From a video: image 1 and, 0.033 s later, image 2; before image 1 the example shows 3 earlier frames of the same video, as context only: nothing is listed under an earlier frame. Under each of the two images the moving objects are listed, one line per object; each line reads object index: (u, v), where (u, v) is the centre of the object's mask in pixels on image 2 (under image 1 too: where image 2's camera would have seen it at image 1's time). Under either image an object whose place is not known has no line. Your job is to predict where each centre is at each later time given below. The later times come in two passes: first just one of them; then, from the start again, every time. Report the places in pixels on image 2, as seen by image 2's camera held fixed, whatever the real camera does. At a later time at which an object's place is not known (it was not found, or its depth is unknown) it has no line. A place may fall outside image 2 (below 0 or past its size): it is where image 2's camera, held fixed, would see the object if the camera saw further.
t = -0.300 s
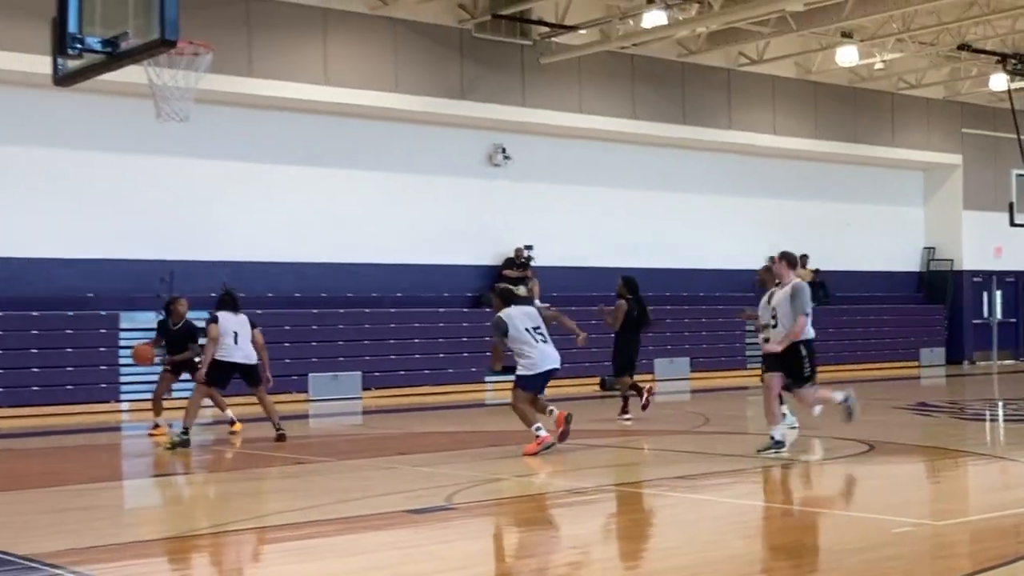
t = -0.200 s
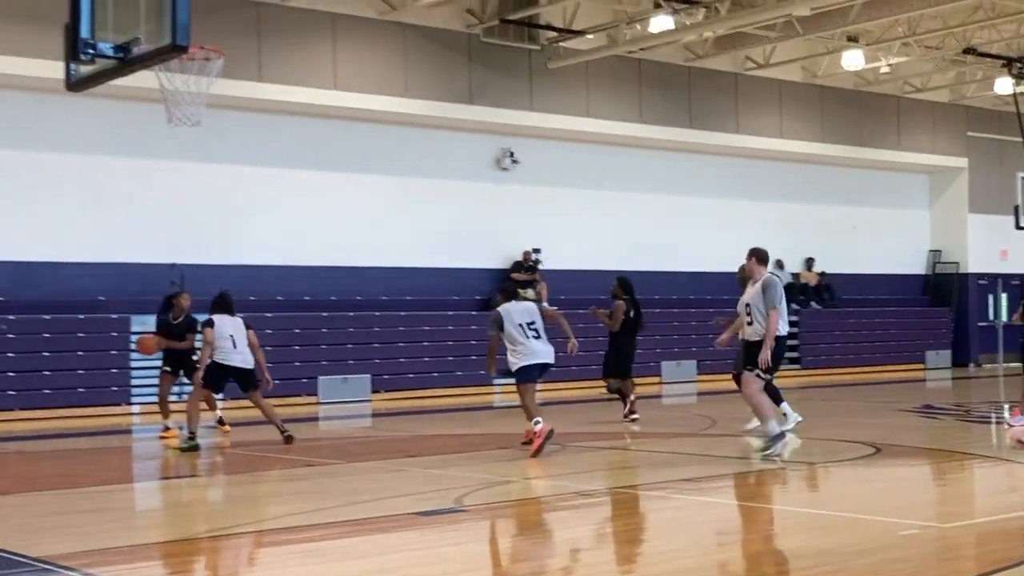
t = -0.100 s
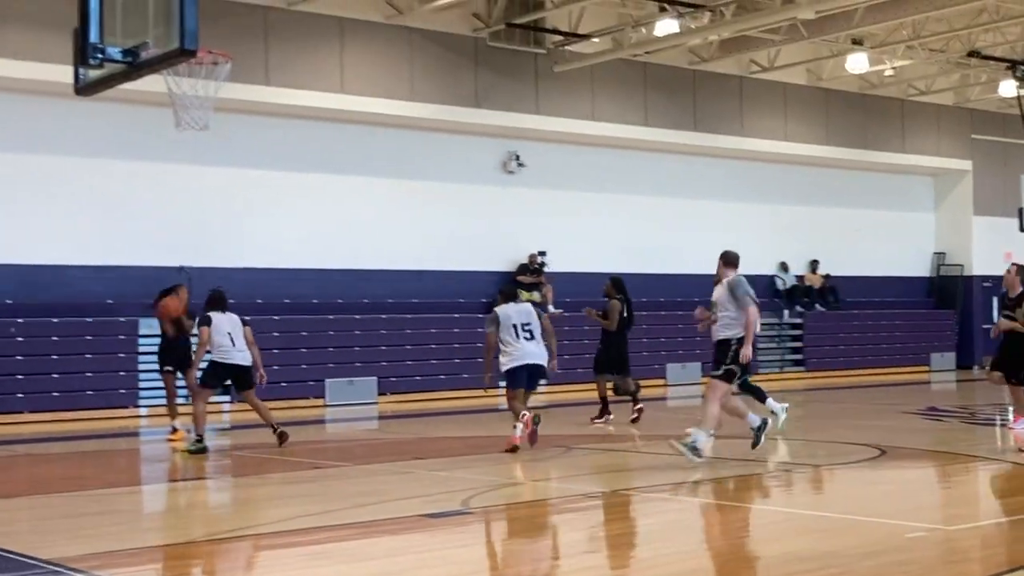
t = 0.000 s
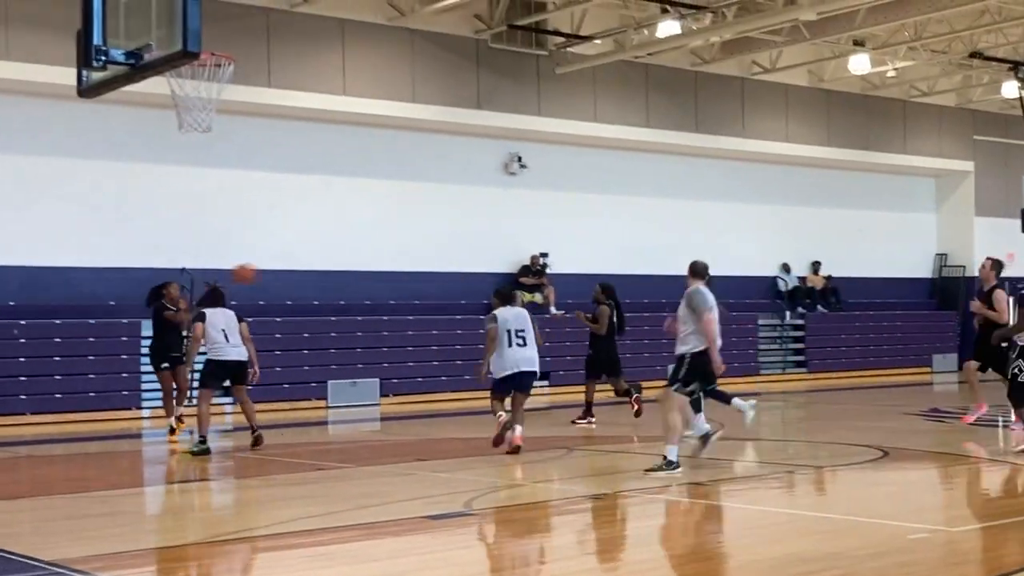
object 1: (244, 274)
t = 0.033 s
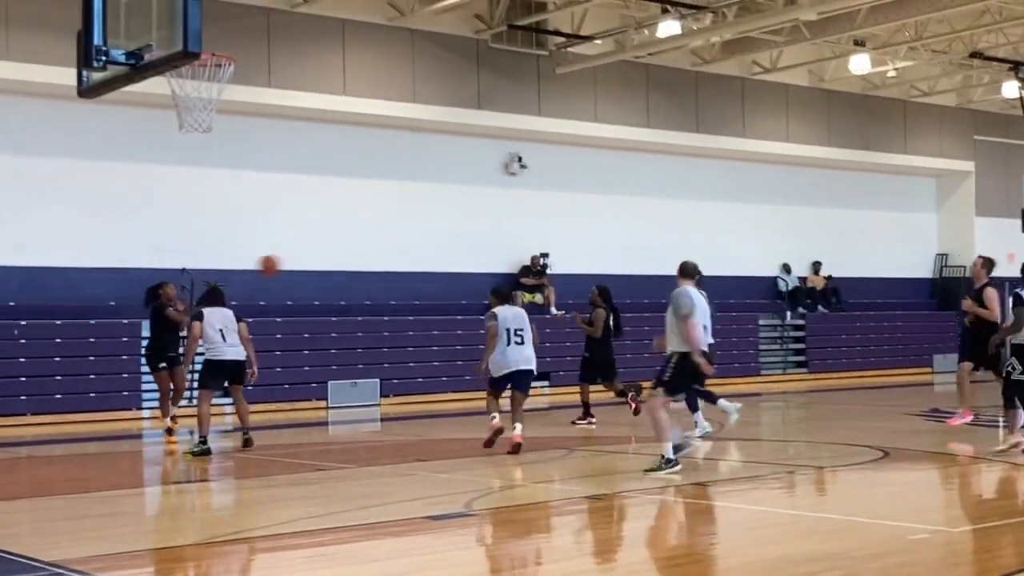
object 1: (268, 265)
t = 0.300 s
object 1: (454, 228)
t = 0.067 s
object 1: (293, 257)
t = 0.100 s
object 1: (318, 250)
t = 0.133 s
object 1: (341, 244)
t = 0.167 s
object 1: (365, 239)
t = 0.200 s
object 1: (388, 235)
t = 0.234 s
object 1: (410, 232)
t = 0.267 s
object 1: (433, 230)
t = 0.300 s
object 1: (454, 228)
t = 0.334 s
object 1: (476, 228)
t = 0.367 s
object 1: (497, 229)
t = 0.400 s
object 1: (518, 230)
